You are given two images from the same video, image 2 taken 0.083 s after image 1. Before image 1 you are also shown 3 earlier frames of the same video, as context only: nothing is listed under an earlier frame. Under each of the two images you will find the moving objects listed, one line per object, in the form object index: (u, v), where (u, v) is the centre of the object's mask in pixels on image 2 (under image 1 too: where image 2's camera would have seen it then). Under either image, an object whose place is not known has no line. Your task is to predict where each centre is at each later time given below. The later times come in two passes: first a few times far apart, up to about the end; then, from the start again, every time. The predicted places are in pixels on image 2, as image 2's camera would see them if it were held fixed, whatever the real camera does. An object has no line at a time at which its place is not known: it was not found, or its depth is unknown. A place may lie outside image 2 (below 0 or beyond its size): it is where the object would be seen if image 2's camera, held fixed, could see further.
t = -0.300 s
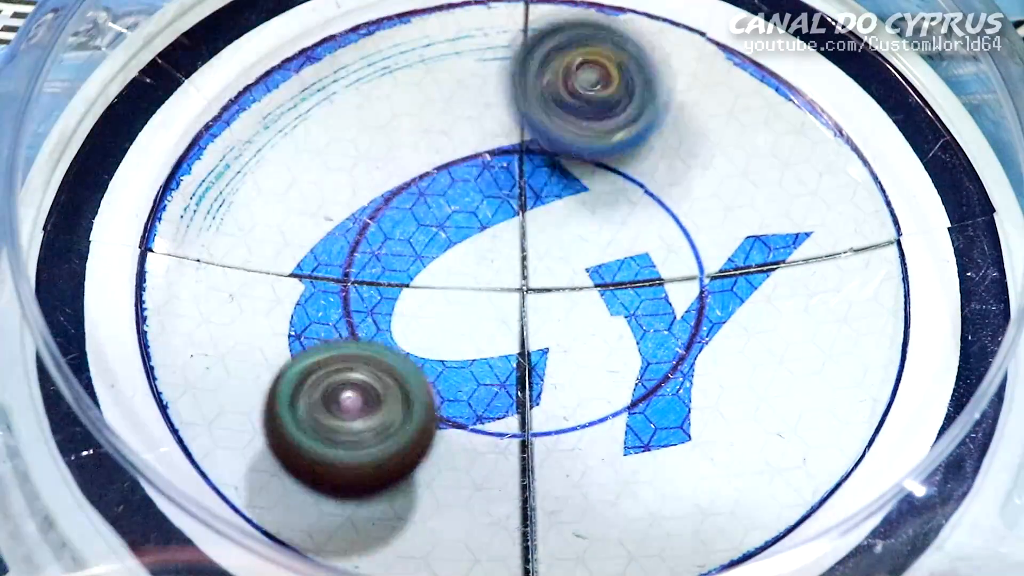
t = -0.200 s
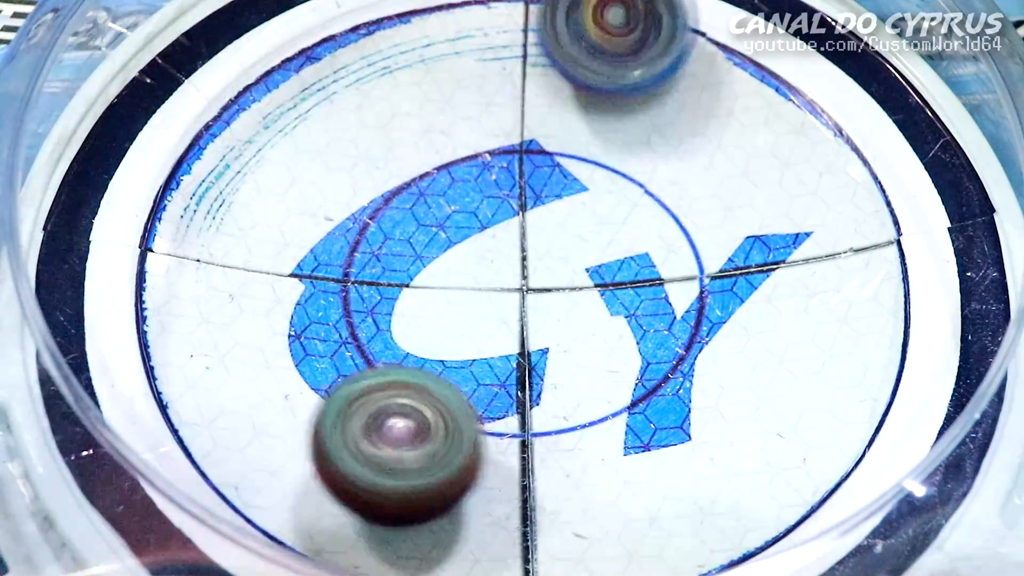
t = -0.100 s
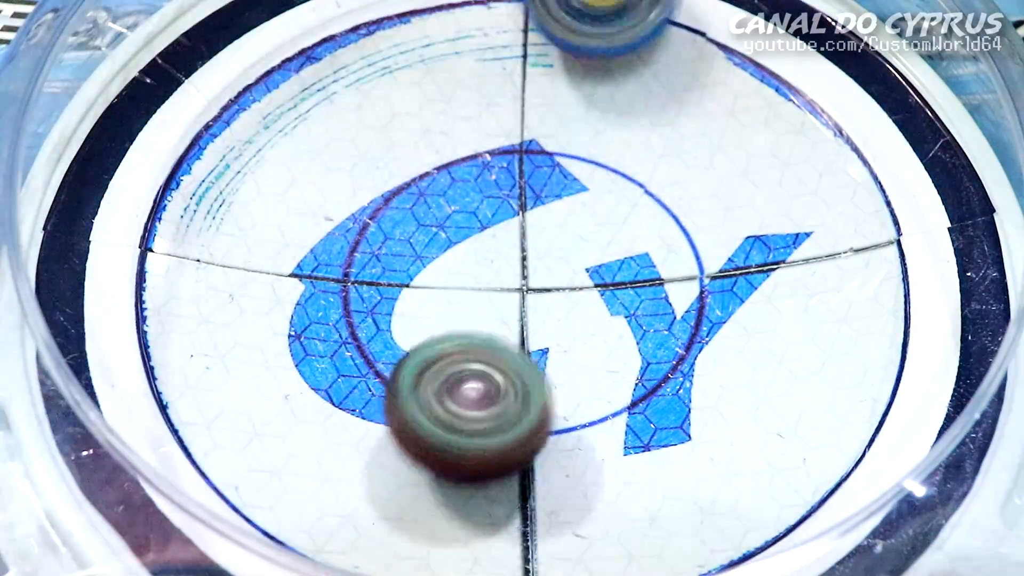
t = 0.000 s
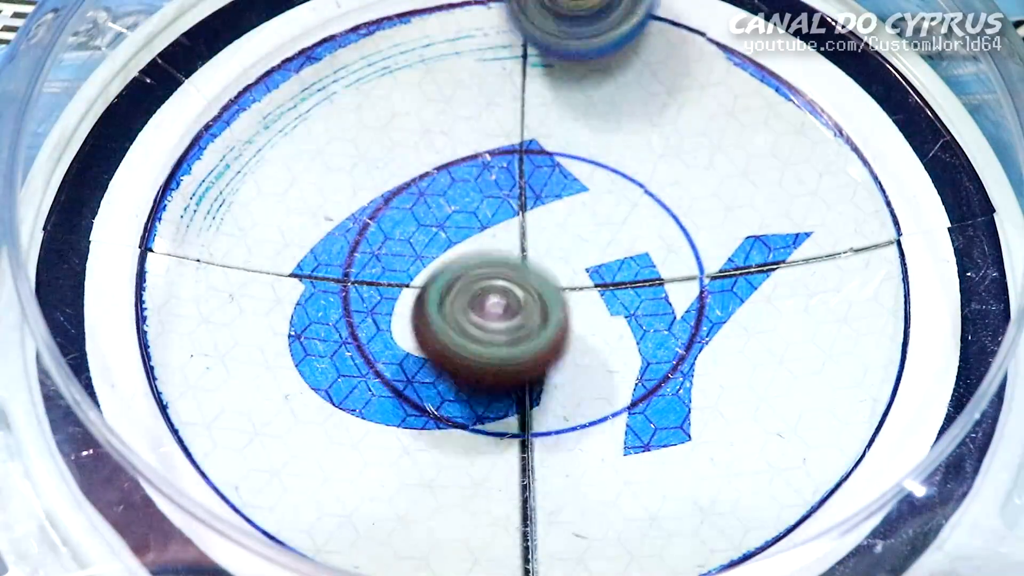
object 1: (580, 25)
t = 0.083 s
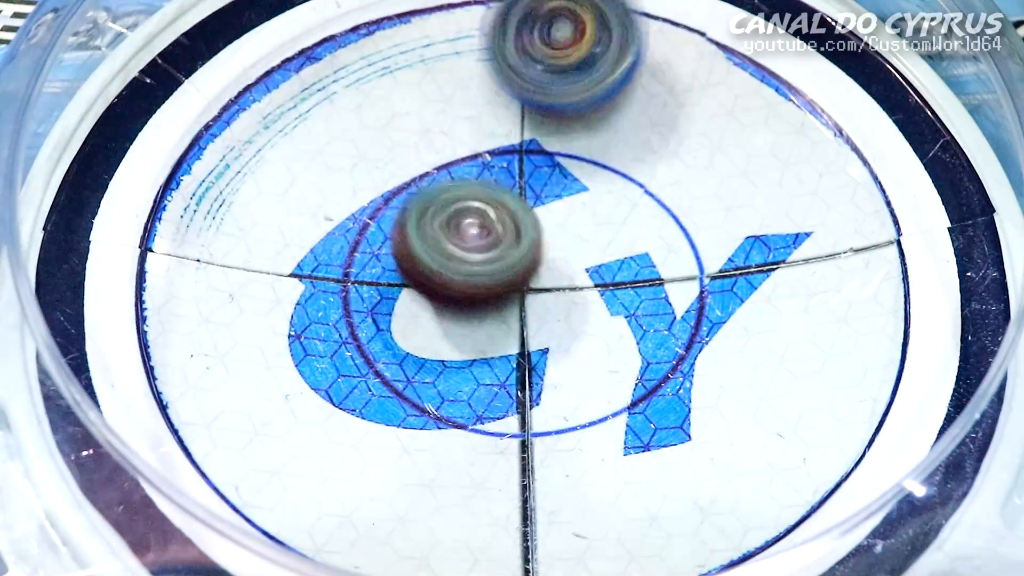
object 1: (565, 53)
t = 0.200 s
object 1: (586, 137)
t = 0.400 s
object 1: (683, 279)
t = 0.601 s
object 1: (735, 317)
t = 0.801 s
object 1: (685, 345)
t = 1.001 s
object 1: (556, 385)
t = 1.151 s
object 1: (464, 407)
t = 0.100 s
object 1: (566, 60)
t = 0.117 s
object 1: (567, 71)
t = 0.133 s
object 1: (569, 85)
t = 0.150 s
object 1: (571, 97)
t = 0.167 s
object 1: (577, 113)
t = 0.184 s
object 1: (581, 122)
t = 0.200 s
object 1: (586, 137)
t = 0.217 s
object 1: (593, 151)
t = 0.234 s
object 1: (601, 162)
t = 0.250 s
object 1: (609, 177)
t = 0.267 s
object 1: (619, 189)
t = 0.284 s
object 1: (625, 203)
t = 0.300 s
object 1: (634, 215)
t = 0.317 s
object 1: (642, 228)
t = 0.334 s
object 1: (652, 236)
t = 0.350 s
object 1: (660, 249)
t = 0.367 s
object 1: (668, 261)
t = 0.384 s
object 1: (675, 271)
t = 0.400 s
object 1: (683, 279)
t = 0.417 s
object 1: (690, 286)
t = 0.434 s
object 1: (698, 290)
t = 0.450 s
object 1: (705, 295)
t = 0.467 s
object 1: (711, 298)
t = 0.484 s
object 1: (717, 302)
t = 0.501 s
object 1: (721, 305)
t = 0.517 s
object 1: (727, 305)
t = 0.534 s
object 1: (730, 308)
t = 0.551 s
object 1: (733, 311)
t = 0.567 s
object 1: (735, 314)
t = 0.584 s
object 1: (736, 315)
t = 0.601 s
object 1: (735, 317)
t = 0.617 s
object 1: (731, 319)
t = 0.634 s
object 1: (725, 321)
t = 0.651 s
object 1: (720, 321)
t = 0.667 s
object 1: (722, 324)
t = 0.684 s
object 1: (724, 327)
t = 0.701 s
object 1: (724, 330)
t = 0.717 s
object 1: (723, 331)
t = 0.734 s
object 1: (719, 334)
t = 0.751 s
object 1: (712, 336)
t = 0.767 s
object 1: (704, 338)
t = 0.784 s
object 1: (695, 342)
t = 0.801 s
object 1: (685, 345)
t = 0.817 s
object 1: (673, 347)
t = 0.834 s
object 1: (663, 350)
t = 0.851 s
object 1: (649, 354)
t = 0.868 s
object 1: (638, 358)
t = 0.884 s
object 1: (629, 360)
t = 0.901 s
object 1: (618, 364)
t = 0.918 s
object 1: (607, 367)
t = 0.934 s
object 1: (597, 371)
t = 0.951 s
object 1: (586, 376)
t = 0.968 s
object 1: (576, 379)
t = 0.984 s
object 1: (567, 383)
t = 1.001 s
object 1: (556, 385)
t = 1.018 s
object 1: (546, 389)
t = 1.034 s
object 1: (537, 391)
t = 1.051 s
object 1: (527, 394)
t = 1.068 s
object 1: (515, 397)
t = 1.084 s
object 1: (507, 398)
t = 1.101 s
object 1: (497, 401)
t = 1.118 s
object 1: (487, 403)
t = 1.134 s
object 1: (477, 405)
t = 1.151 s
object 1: (464, 407)
